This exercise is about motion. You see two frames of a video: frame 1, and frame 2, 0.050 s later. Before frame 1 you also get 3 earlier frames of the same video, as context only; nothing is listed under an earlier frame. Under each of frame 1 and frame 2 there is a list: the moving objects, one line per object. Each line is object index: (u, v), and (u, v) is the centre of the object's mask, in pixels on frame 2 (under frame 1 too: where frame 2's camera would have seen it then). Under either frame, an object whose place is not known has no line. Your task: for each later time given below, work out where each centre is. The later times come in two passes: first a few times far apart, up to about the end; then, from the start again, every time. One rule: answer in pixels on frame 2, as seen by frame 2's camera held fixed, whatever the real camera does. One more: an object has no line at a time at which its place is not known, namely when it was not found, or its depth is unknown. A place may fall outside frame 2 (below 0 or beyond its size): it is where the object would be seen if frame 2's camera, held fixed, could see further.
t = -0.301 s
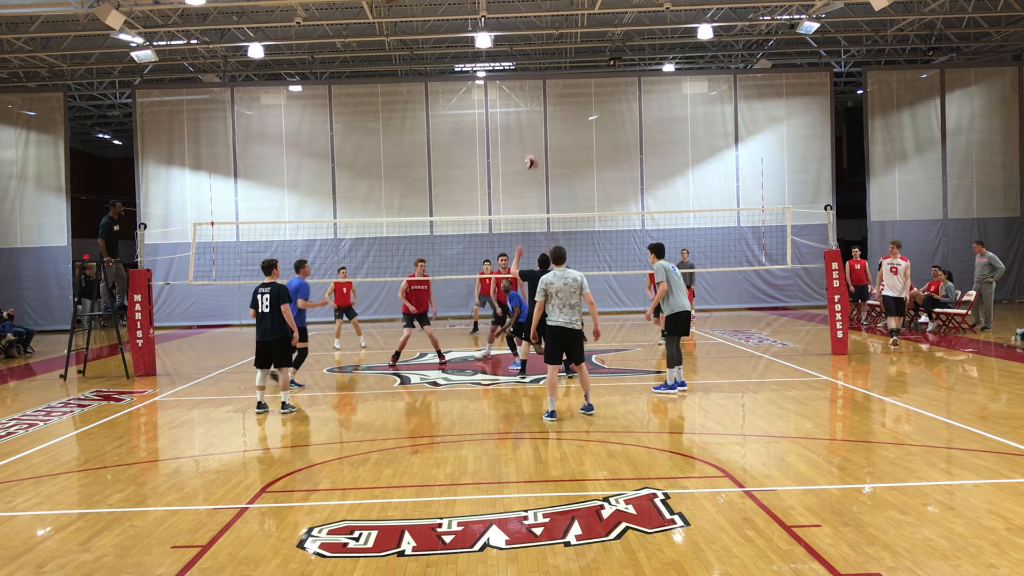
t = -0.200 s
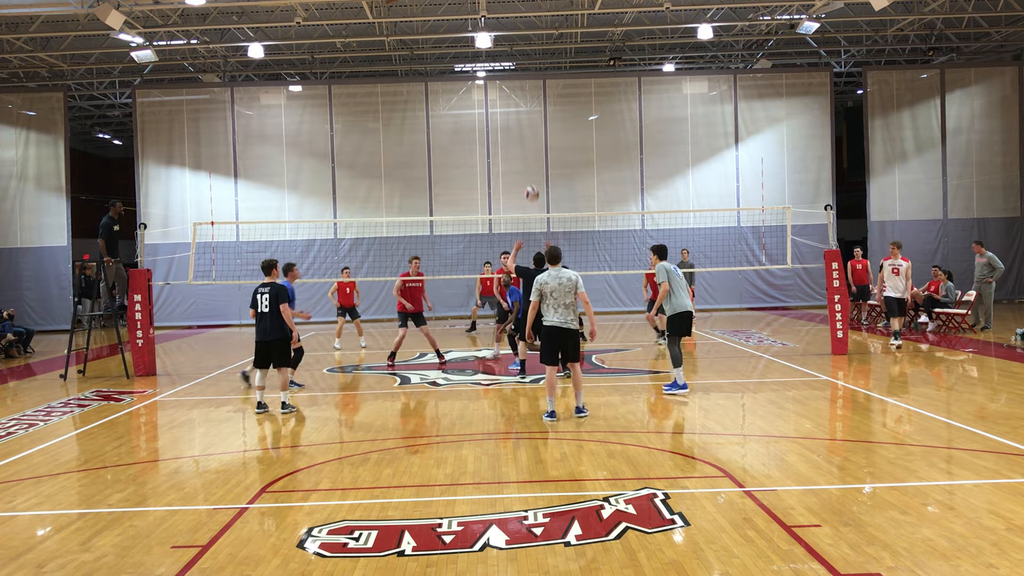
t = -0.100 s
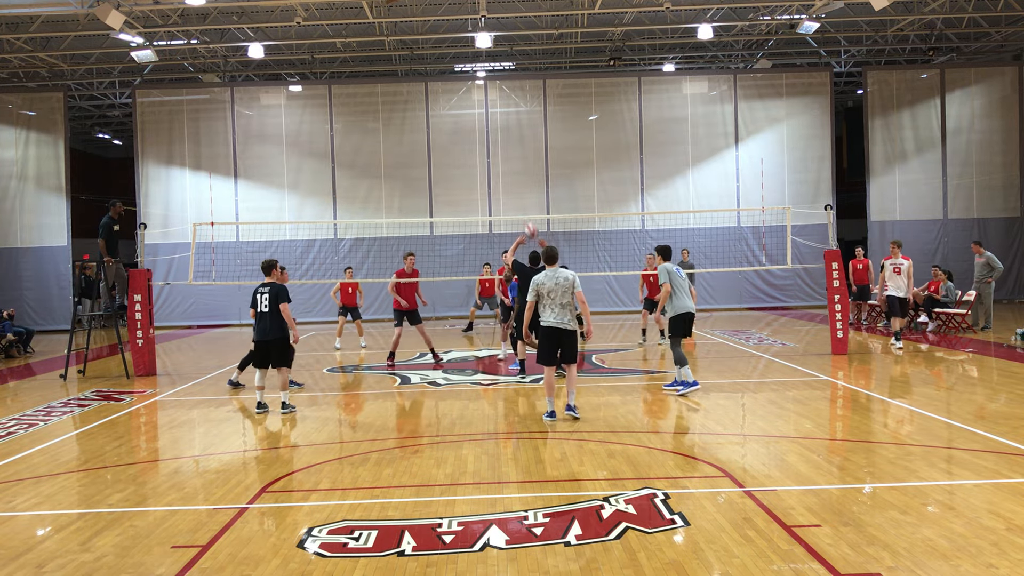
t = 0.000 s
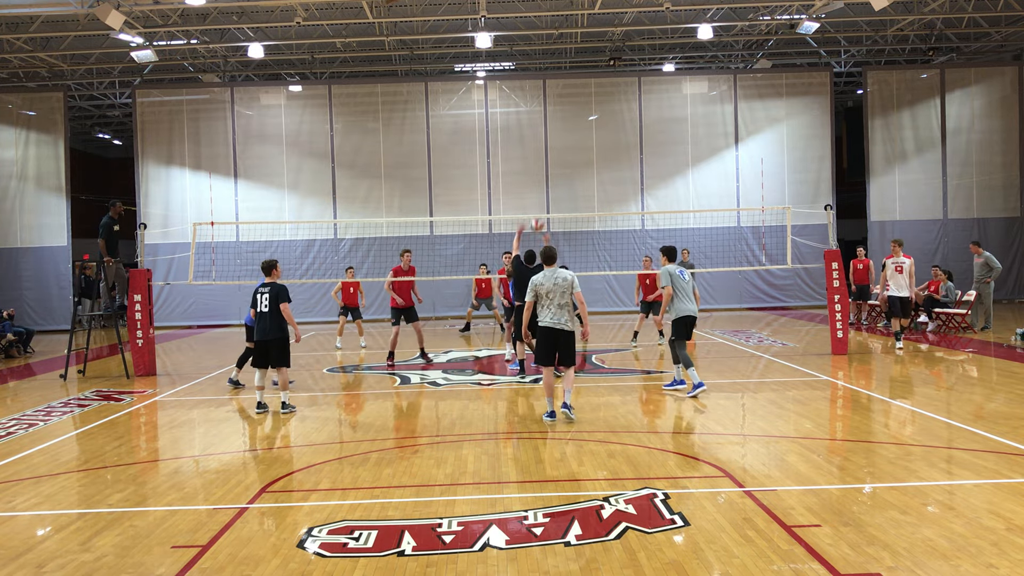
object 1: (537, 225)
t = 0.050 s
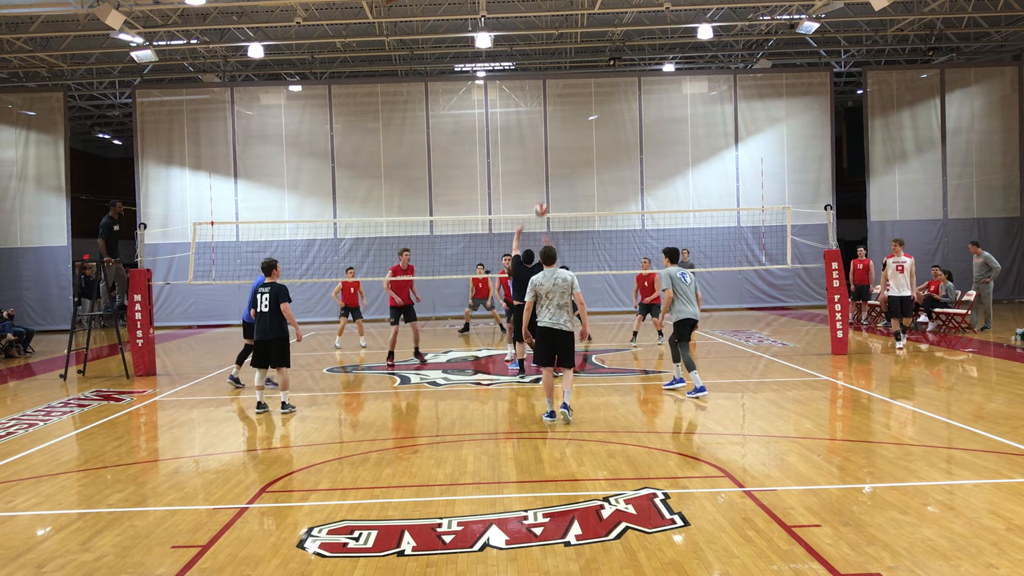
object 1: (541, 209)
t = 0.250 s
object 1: (557, 167)
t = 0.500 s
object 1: (576, 153)
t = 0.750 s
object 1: (593, 177)
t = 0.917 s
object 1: (603, 209)
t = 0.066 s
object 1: (542, 204)
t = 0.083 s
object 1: (544, 200)
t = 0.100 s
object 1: (545, 196)
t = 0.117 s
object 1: (546, 192)
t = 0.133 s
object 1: (547, 188)
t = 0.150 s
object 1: (549, 184)
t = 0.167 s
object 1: (550, 181)
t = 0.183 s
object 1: (552, 178)
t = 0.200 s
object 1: (553, 175)
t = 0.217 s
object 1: (554, 172)
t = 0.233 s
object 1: (556, 169)
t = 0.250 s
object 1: (557, 167)
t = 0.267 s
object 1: (558, 165)
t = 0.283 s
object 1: (560, 163)
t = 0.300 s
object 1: (561, 161)
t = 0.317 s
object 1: (562, 160)
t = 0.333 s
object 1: (564, 158)
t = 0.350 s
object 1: (565, 157)
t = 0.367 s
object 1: (566, 155)
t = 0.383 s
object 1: (567, 155)
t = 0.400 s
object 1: (568, 154)
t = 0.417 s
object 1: (569, 154)
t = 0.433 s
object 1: (571, 153)
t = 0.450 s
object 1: (572, 153)
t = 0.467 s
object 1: (573, 153)
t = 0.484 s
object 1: (575, 153)
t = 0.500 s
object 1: (576, 153)
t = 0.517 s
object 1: (577, 154)
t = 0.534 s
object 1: (578, 154)
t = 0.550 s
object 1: (579, 155)
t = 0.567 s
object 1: (581, 156)
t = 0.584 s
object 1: (582, 157)
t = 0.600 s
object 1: (583, 159)
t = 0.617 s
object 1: (584, 160)
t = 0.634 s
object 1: (585, 162)
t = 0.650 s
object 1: (586, 163)
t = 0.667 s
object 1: (587, 165)
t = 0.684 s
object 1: (588, 167)
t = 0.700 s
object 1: (590, 170)
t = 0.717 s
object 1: (591, 172)
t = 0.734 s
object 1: (592, 174)
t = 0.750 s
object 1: (593, 177)
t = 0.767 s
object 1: (594, 180)
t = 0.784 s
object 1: (595, 183)
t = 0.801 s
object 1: (596, 186)
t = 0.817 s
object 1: (597, 189)
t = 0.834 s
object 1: (599, 192)
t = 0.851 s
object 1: (599, 196)
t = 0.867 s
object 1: (600, 200)
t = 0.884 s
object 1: (602, 203)
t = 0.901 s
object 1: (603, 207)
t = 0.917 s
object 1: (603, 209)
